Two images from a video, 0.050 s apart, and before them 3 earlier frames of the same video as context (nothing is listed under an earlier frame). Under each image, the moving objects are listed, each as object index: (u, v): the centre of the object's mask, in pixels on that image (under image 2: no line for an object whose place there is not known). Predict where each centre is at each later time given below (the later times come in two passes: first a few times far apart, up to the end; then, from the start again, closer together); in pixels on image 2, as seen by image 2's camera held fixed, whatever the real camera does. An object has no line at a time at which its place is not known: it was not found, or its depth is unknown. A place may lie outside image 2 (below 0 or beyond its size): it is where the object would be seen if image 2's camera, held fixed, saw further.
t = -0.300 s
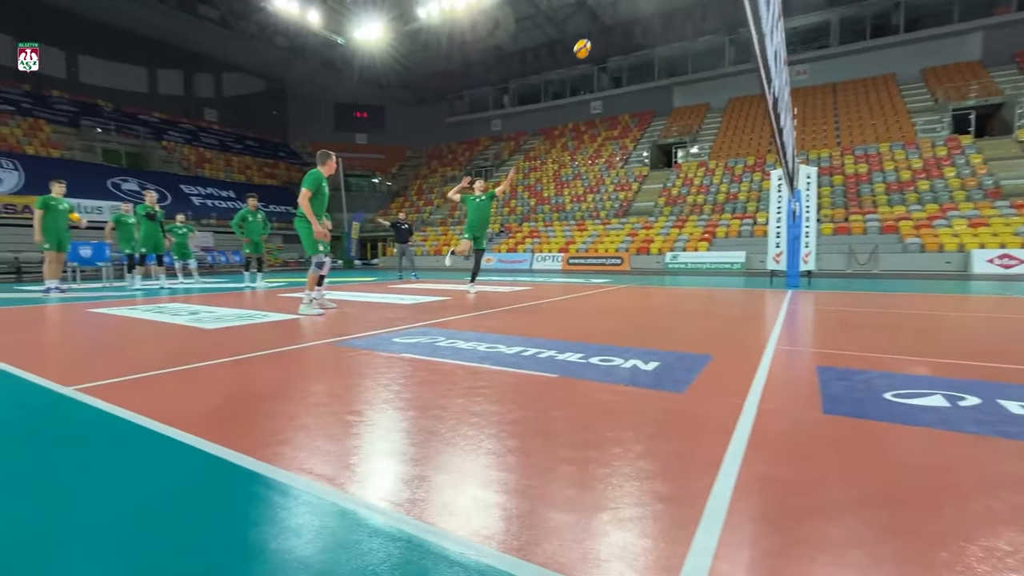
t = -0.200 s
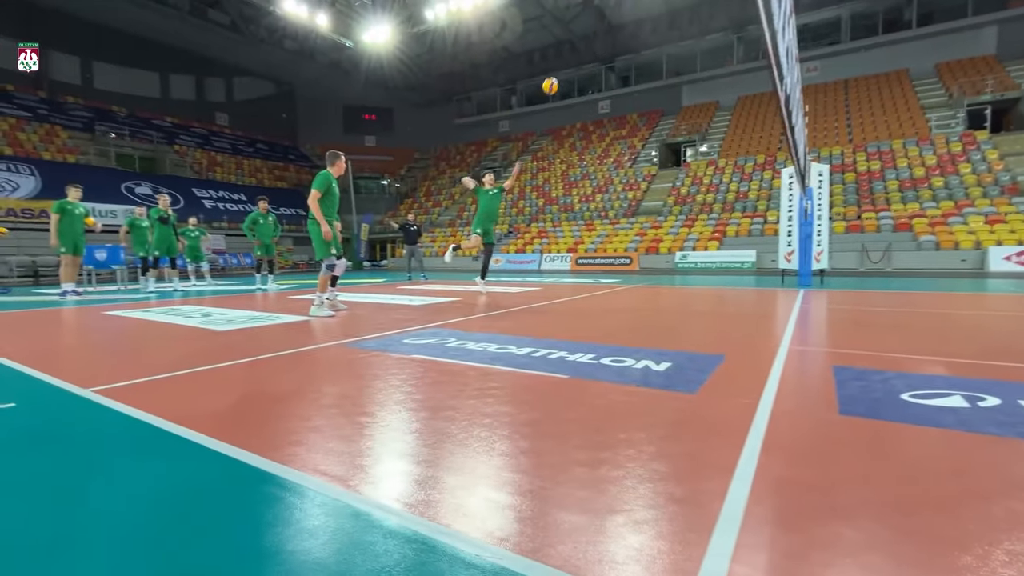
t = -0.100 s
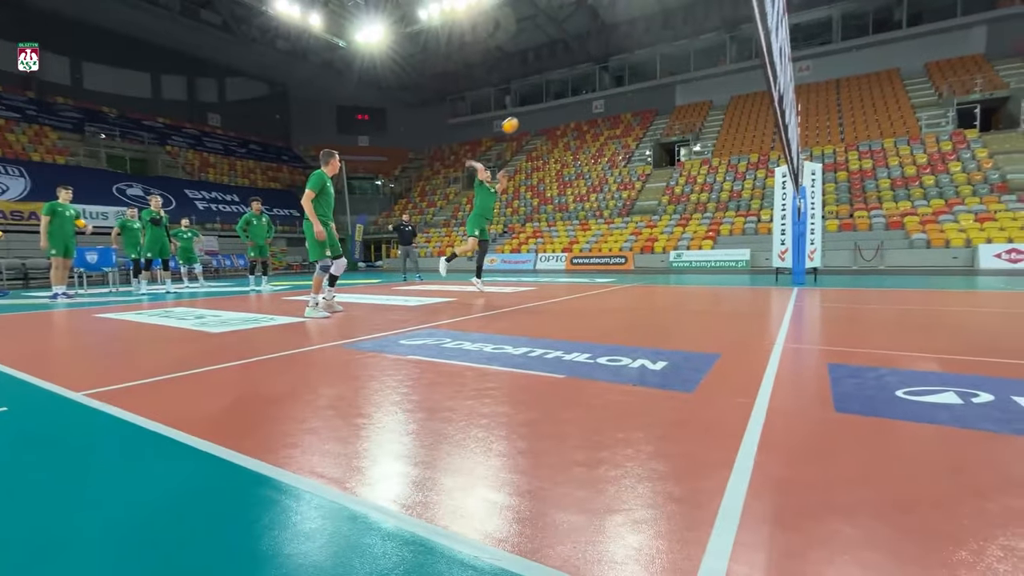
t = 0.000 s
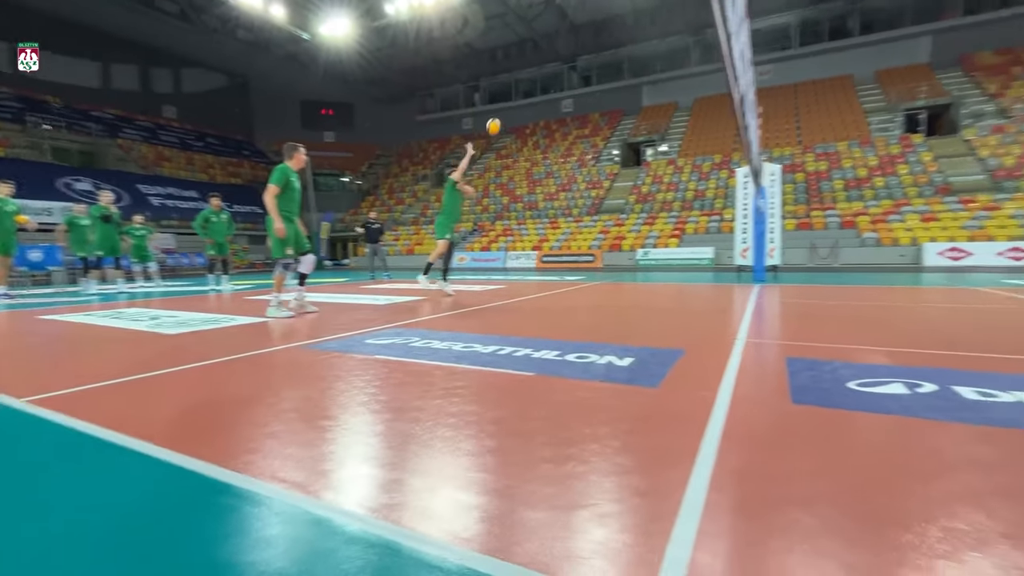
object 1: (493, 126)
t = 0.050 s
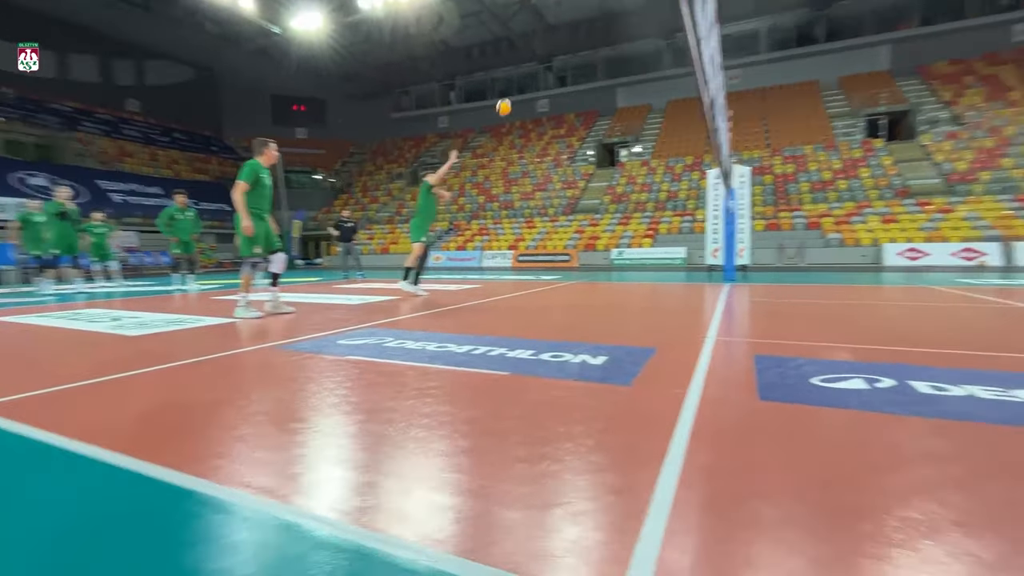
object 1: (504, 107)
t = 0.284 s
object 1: (719, 25)
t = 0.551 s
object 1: (1086, -48)
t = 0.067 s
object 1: (516, 101)
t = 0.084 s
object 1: (529, 95)
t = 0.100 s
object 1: (542, 89)
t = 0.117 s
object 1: (556, 83)
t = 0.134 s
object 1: (570, 78)
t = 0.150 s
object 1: (584, 72)
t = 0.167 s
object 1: (599, 66)
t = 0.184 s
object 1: (615, 60)
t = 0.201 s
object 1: (630, 54)
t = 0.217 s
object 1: (645, 49)
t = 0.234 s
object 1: (663, 43)
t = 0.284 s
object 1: (719, 25)
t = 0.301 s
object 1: (732, 21)
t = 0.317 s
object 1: (751, 16)
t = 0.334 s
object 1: (770, 11)
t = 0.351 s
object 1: (790, 6)
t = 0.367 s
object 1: (811, 0)
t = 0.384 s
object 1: (832, -4)
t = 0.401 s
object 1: (853, -9)
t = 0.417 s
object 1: (876, -14)
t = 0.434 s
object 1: (898, -18)
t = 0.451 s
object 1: (923, -23)
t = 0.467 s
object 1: (947, -28)
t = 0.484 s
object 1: (972, -32)
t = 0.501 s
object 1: (999, -36)
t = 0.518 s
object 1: (1028, -40)
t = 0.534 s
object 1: (1056, -44)
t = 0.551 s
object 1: (1086, -48)
